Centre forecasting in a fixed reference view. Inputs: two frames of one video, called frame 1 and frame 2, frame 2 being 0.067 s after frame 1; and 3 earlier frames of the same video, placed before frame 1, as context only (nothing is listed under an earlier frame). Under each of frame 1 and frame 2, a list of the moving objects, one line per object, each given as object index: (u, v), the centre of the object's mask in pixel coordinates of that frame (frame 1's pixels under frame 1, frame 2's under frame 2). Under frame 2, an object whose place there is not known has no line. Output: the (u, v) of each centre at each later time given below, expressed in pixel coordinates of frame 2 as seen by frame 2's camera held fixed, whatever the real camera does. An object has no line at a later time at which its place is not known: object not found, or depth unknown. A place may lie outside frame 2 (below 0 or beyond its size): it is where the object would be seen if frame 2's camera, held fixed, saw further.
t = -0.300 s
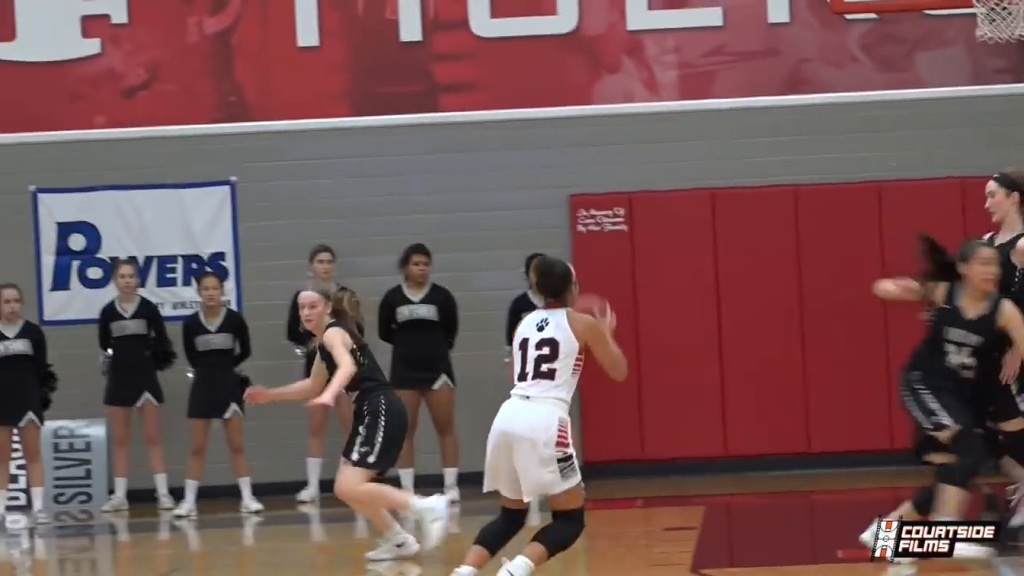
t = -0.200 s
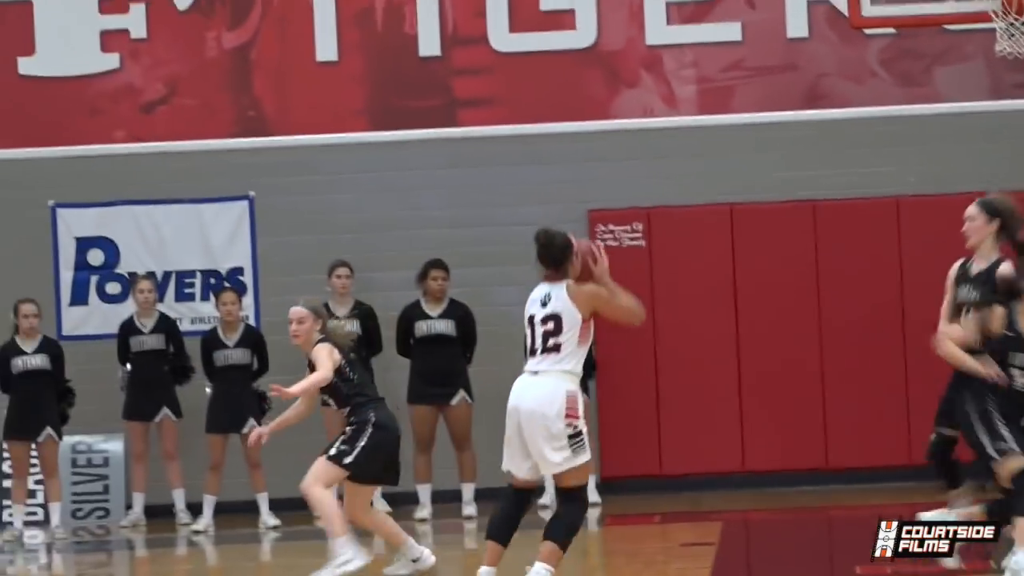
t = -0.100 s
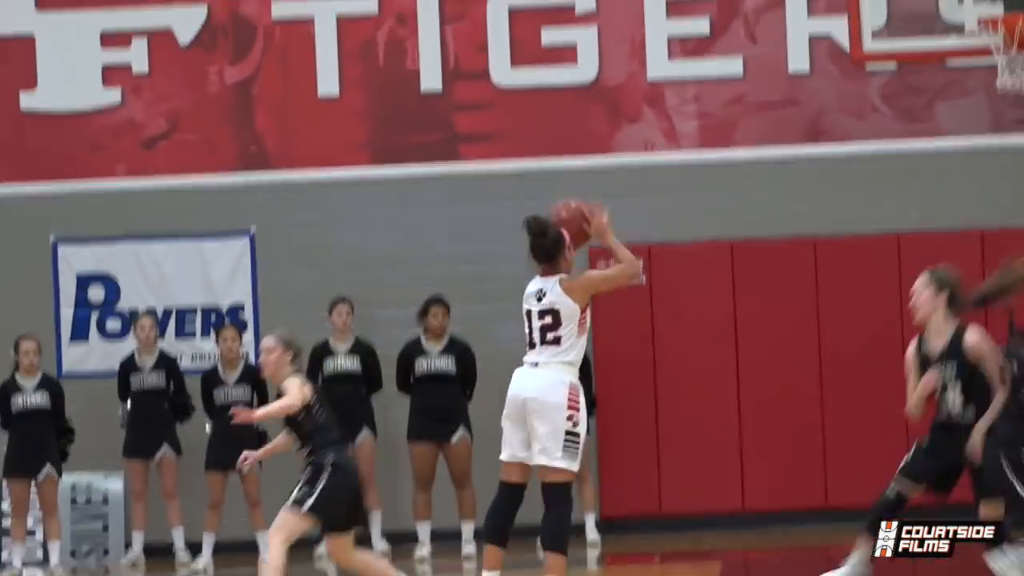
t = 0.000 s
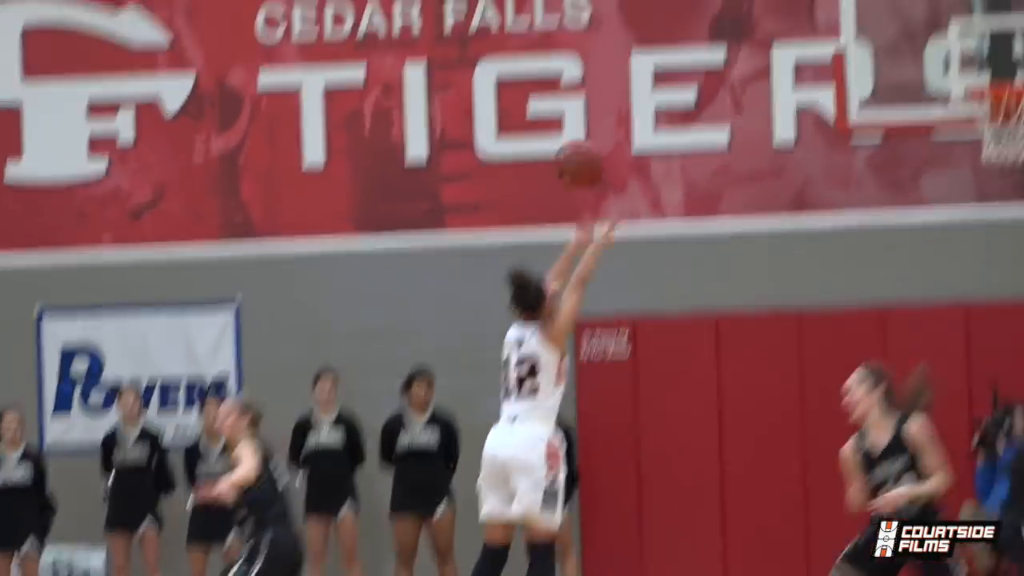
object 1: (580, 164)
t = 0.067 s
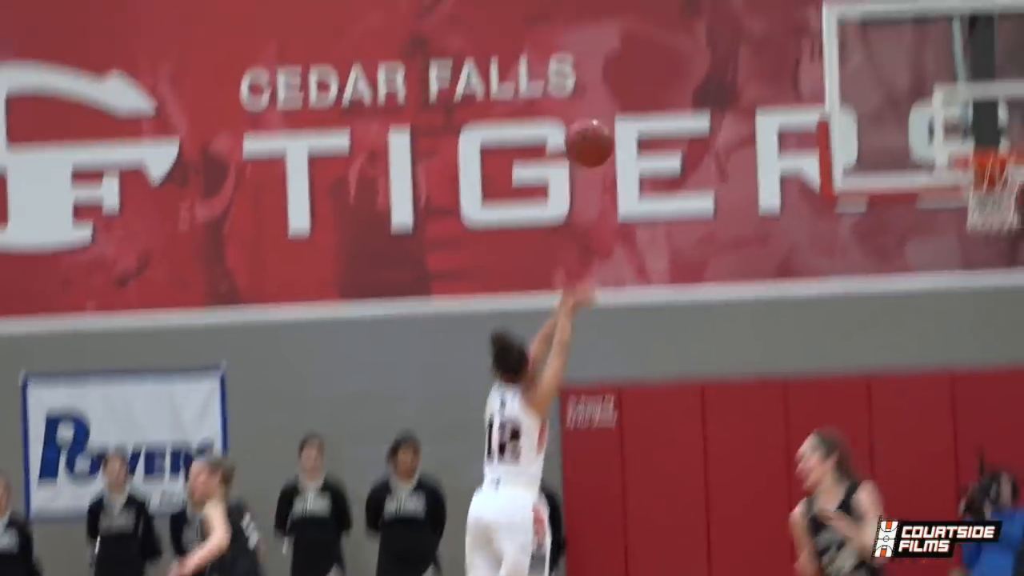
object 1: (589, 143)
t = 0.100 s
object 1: (602, 101)
